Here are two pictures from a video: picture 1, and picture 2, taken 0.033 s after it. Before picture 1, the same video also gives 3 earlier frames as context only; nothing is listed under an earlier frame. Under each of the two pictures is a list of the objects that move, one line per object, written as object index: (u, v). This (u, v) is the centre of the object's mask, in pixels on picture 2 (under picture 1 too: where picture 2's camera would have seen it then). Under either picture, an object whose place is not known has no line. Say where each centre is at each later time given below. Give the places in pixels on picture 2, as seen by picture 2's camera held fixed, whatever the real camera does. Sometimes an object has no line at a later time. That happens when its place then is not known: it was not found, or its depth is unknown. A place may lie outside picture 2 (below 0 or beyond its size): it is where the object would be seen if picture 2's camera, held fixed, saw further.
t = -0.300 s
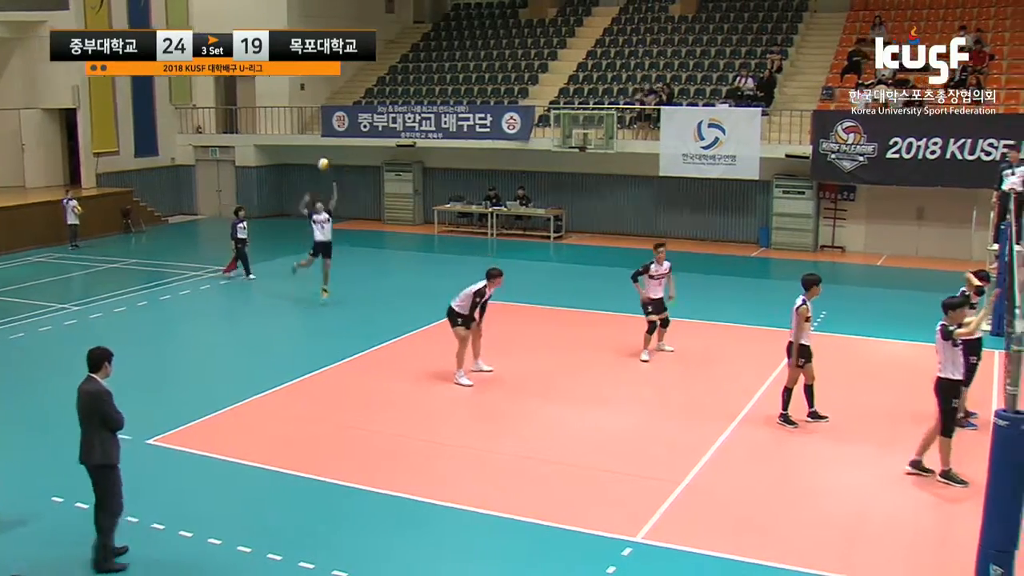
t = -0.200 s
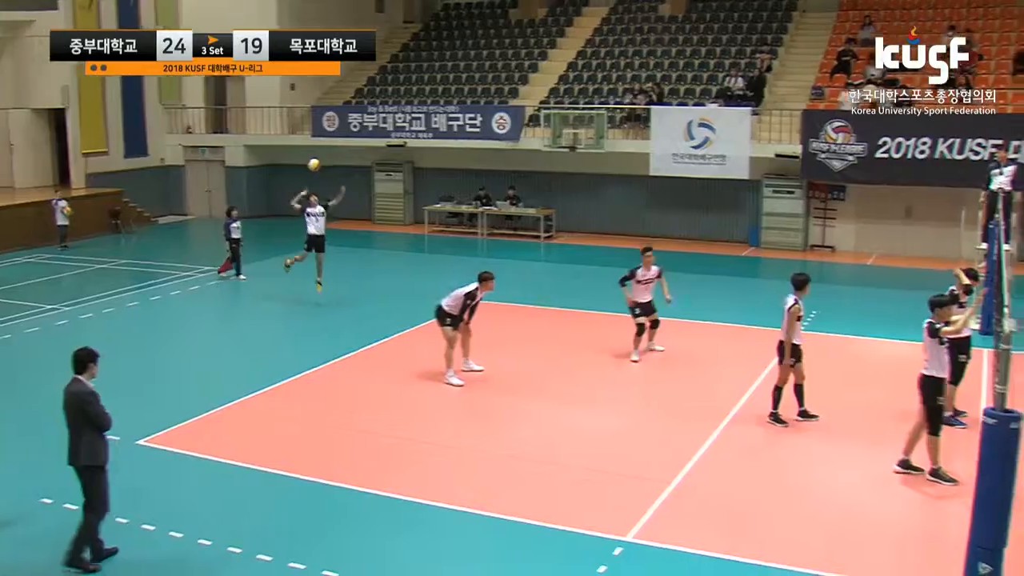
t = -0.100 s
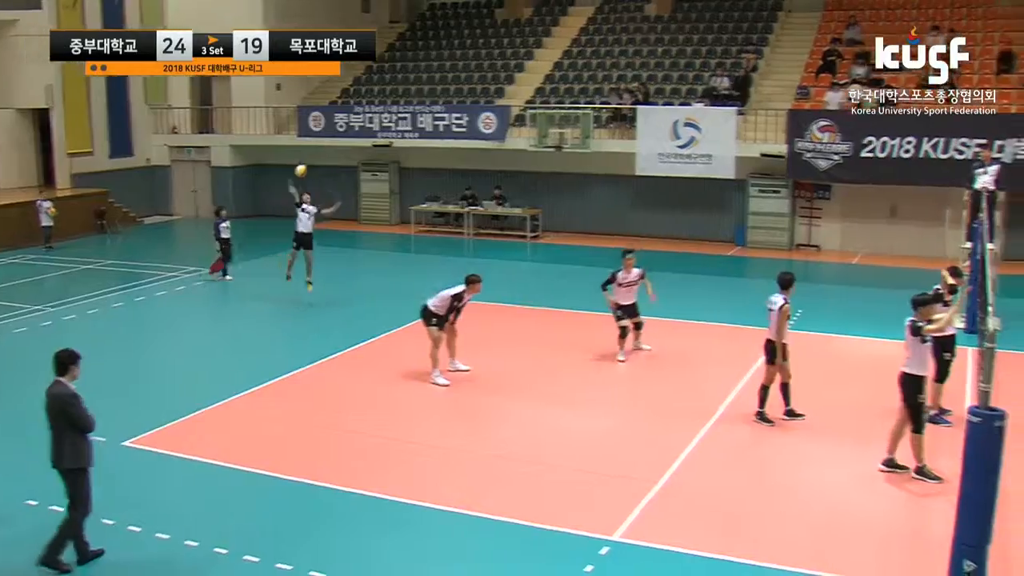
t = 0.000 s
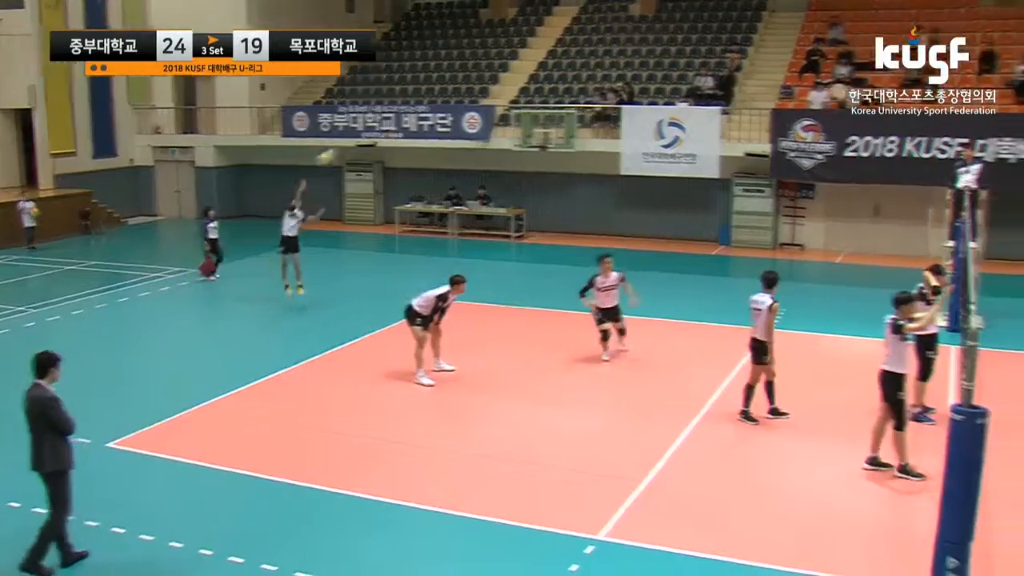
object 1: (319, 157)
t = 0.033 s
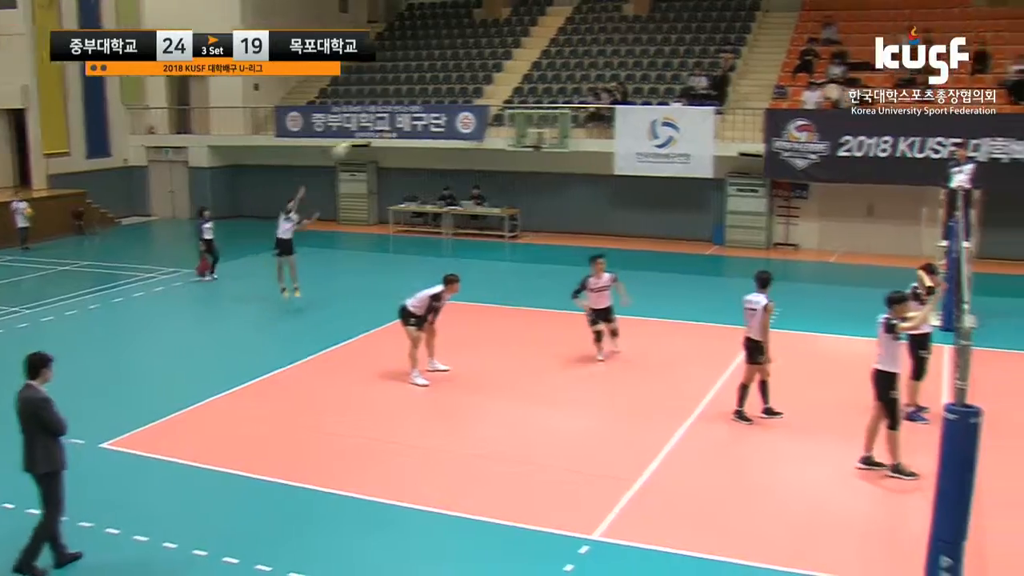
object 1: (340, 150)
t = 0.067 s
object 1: (359, 144)
